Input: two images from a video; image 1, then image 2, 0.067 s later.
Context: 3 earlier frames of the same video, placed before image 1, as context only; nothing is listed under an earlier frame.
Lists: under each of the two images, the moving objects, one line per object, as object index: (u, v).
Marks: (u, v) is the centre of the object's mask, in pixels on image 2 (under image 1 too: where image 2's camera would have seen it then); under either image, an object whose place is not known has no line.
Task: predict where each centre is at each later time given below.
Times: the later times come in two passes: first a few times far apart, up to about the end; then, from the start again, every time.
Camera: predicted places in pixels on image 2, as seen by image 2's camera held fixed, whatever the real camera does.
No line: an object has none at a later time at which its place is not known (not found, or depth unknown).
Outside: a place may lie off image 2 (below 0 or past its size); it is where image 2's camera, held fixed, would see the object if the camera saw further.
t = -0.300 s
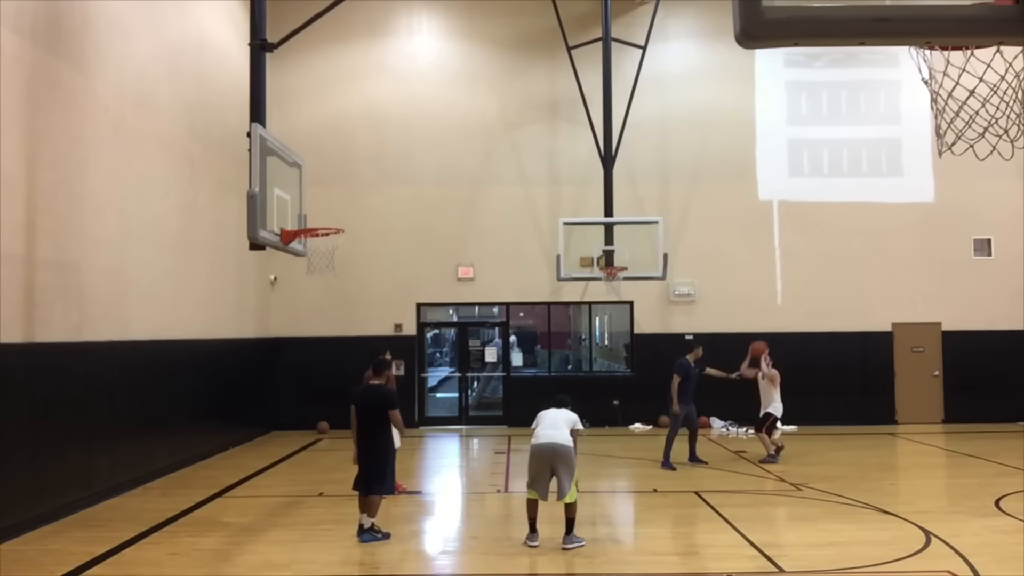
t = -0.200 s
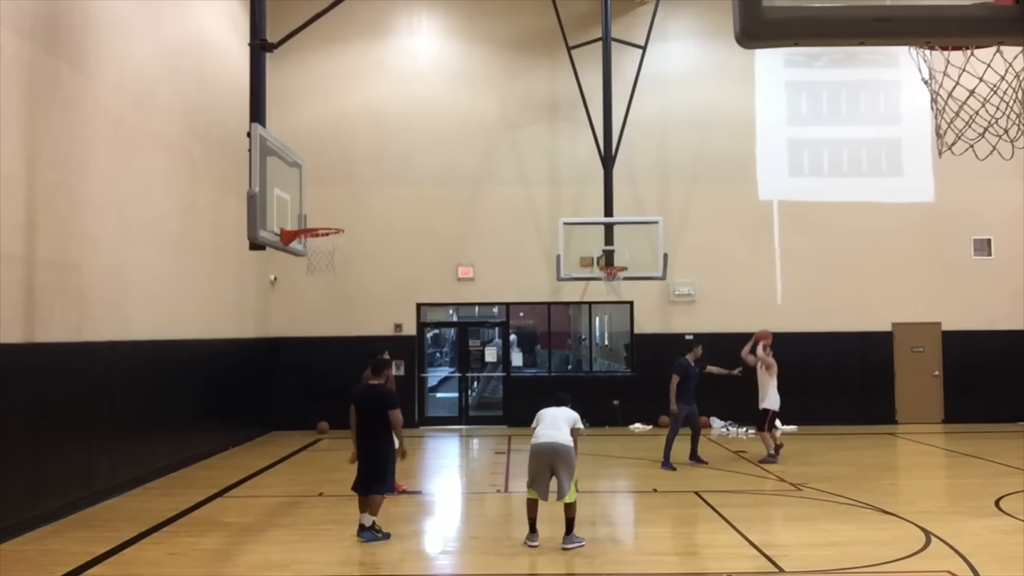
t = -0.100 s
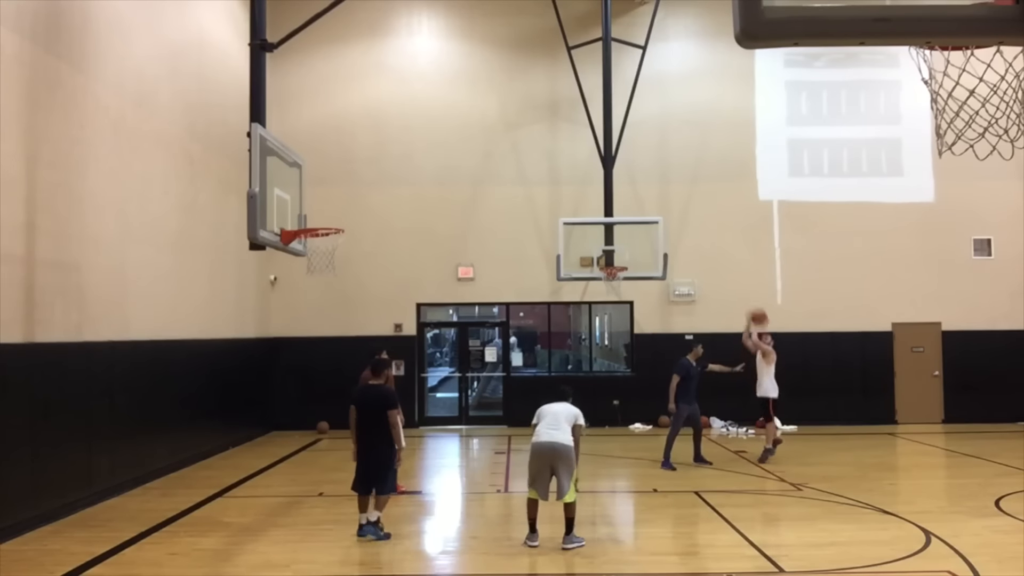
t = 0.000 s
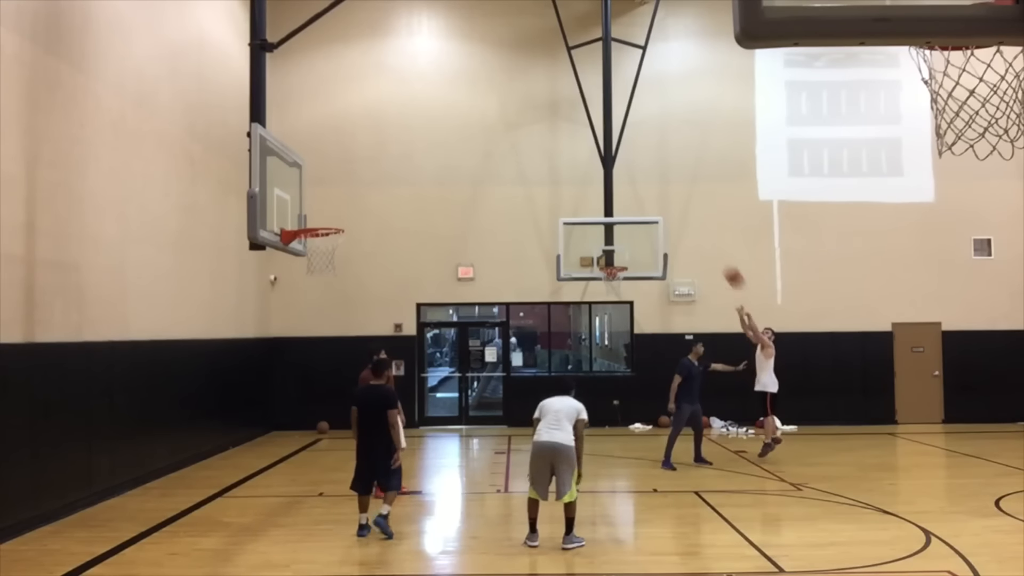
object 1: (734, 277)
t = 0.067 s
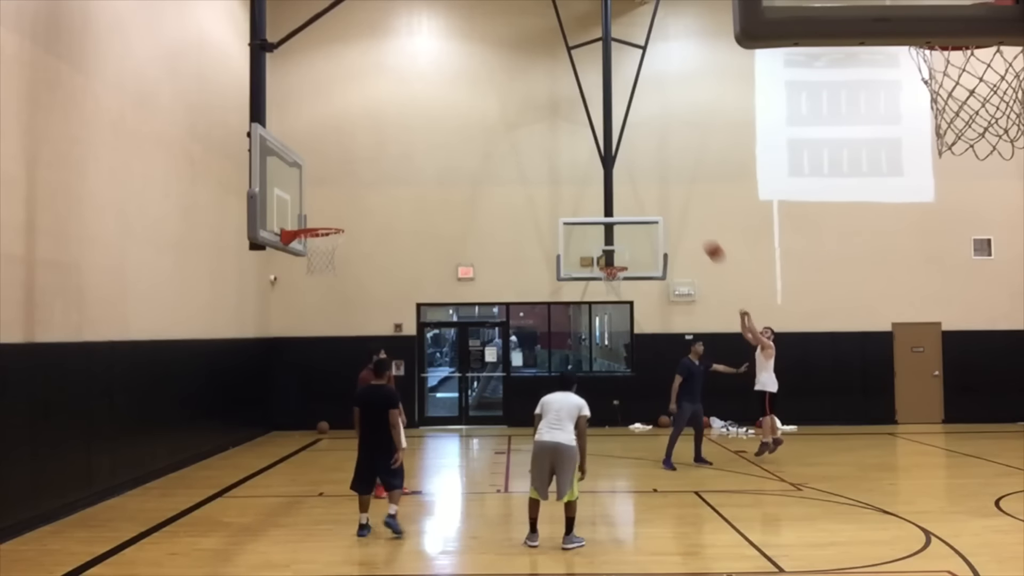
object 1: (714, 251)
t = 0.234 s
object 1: (663, 197)
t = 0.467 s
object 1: (587, 148)
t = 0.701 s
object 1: (505, 136)
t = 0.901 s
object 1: (426, 159)
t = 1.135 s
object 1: (327, 219)
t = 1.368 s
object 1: (313, 211)
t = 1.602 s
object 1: (366, 244)
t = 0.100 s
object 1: (704, 239)
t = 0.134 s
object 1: (694, 228)
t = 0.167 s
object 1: (684, 217)
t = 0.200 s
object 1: (673, 206)
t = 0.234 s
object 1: (663, 197)
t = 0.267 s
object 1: (653, 188)
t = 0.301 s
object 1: (642, 179)
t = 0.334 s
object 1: (632, 171)
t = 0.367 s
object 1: (623, 165)
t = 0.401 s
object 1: (611, 158)
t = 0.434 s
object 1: (600, 152)
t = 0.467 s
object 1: (587, 148)
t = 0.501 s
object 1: (576, 144)
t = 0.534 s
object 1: (565, 140)
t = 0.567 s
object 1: (553, 137)
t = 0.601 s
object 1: (542, 135)
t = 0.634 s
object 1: (529, 135)
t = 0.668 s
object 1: (517, 135)
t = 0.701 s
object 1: (505, 136)
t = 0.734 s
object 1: (493, 137)
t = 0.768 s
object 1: (480, 140)
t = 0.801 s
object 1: (467, 143)
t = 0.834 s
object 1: (453, 148)
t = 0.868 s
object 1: (440, 153)
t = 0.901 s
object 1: (426, 159)
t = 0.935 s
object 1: (412, 167)
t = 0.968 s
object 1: (397, 175)
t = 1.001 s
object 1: (383, 185)
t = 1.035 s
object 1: (368, 196)
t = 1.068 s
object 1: (352, 208)
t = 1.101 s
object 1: (338, 219)
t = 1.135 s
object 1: (327, 219)
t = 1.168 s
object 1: (315, 217)
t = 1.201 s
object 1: (304, 216)
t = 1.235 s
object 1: (293, 215)
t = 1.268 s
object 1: (292, 214)
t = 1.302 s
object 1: (299, 212)
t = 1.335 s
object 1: (306, 211)
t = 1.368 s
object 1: (313, 211)
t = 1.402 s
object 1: (321, 213)
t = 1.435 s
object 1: (328, 215)
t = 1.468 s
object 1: (336, 218)
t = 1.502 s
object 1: (343, 223)
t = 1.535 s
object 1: (351, 229)
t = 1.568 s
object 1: (358, 236)
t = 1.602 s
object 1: (366, 244)
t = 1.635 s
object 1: (374, 253)
